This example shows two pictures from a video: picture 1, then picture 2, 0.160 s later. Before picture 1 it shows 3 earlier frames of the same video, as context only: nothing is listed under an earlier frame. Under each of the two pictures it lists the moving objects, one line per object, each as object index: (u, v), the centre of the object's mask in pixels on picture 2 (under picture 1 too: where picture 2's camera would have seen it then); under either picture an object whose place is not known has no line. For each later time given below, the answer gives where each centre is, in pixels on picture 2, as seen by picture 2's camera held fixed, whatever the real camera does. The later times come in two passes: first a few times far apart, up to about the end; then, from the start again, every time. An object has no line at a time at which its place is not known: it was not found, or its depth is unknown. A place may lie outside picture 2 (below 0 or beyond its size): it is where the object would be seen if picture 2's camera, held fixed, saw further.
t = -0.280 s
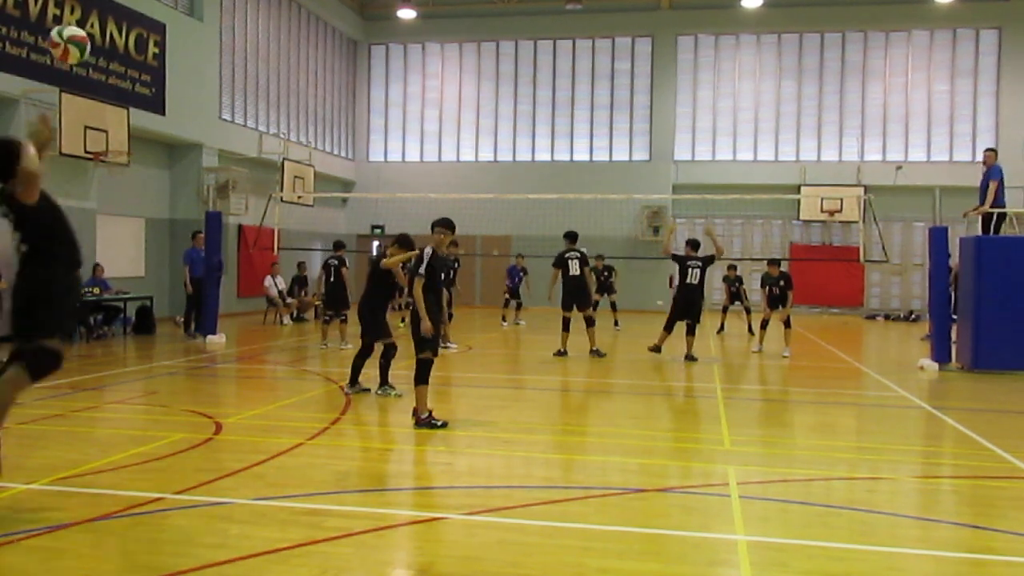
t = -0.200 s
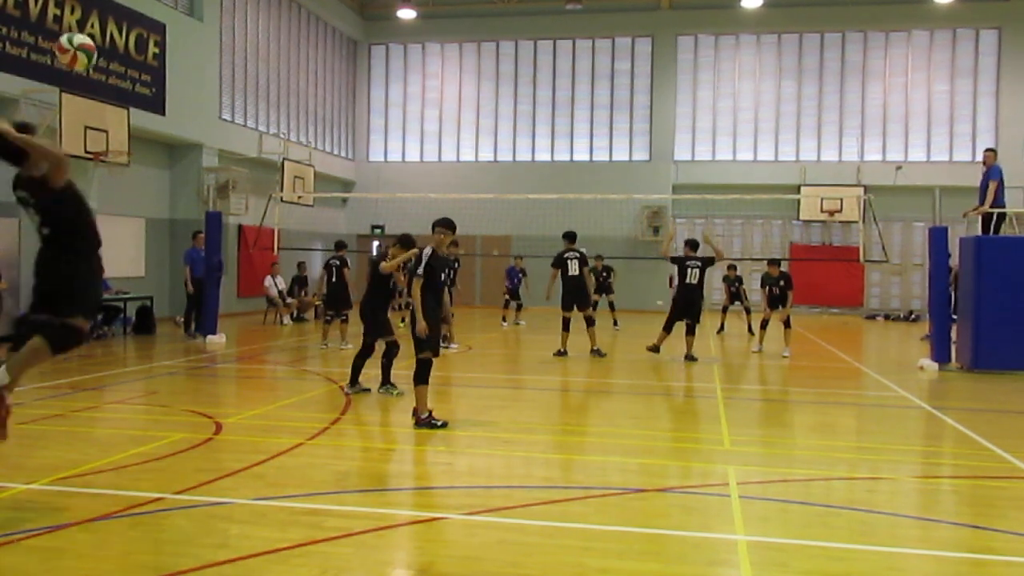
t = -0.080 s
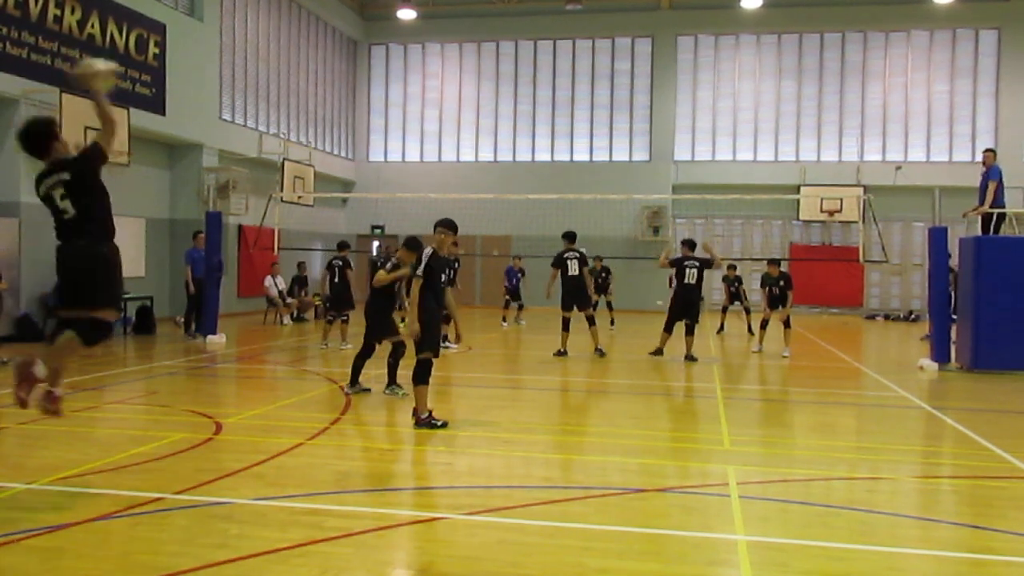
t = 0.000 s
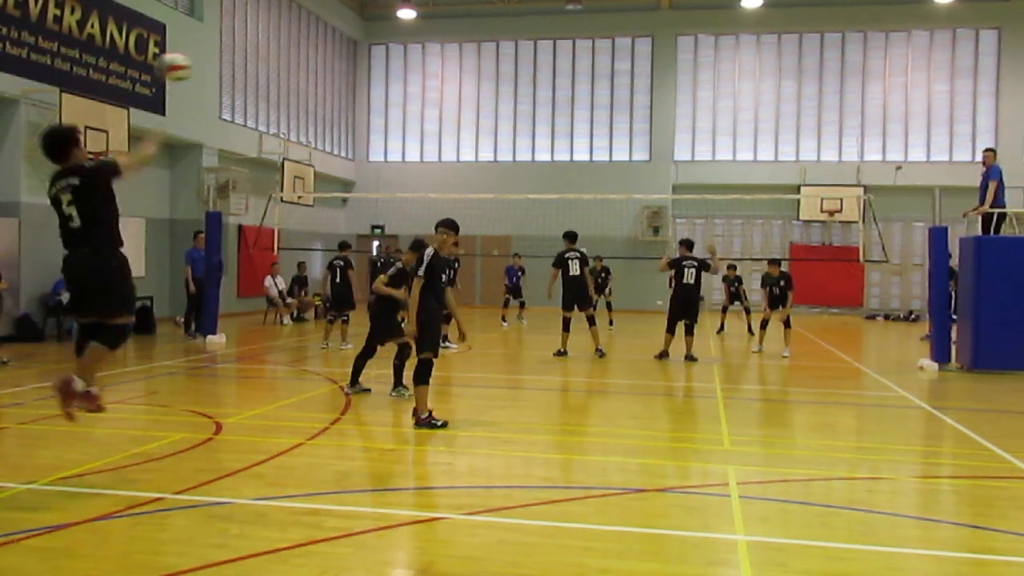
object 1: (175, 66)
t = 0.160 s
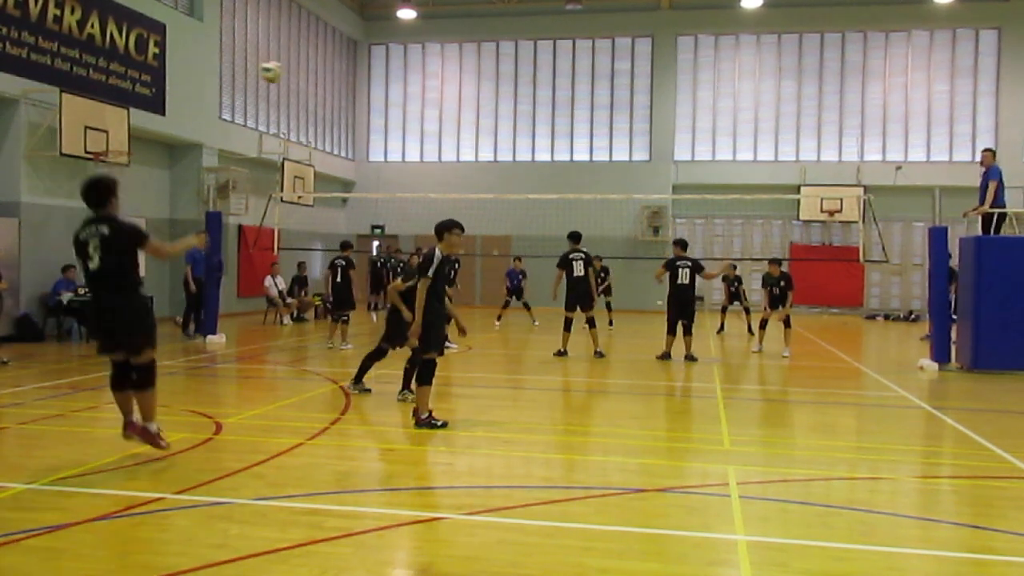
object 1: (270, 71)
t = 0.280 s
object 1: (314, 86)
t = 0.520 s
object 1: (363, 124)
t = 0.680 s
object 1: (383, 156)
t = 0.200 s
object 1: (287, 75)
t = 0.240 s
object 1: (301, 80)
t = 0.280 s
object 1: (314, 86)
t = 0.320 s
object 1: (325, 92)
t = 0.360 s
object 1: (333, 97)
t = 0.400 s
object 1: (341, 103)
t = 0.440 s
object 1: (349, 110)
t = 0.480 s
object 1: (356, 116)
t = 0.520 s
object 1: (363, 124)
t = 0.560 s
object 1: (368, 132)
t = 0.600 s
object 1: (374, 140)
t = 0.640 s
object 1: (378, 147)
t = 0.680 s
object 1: (383, 156)
